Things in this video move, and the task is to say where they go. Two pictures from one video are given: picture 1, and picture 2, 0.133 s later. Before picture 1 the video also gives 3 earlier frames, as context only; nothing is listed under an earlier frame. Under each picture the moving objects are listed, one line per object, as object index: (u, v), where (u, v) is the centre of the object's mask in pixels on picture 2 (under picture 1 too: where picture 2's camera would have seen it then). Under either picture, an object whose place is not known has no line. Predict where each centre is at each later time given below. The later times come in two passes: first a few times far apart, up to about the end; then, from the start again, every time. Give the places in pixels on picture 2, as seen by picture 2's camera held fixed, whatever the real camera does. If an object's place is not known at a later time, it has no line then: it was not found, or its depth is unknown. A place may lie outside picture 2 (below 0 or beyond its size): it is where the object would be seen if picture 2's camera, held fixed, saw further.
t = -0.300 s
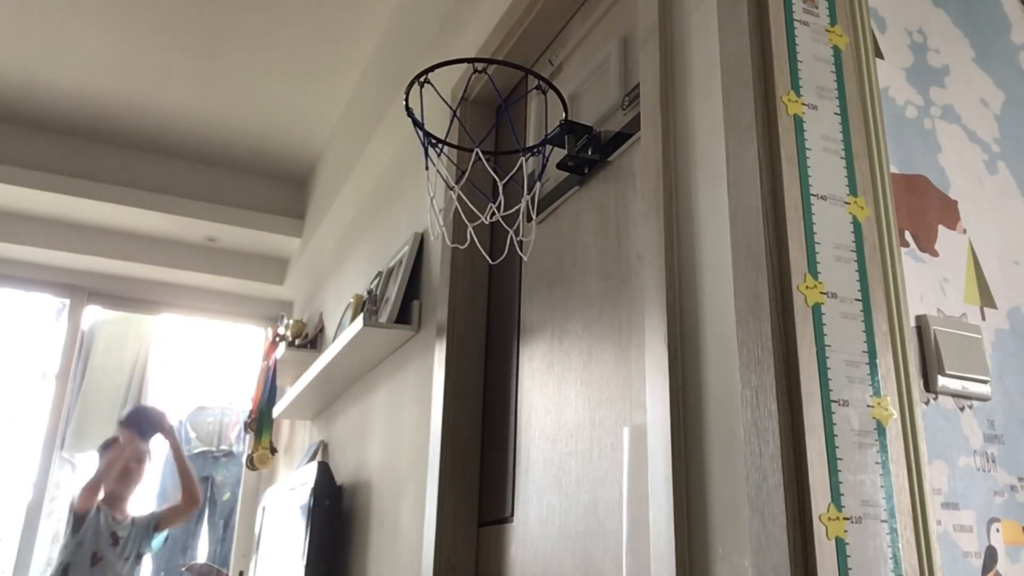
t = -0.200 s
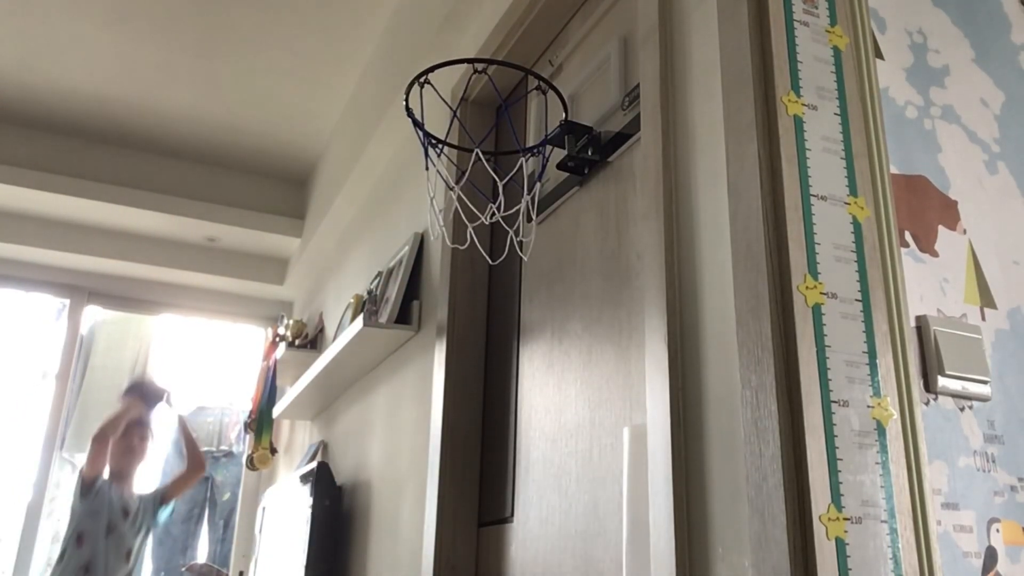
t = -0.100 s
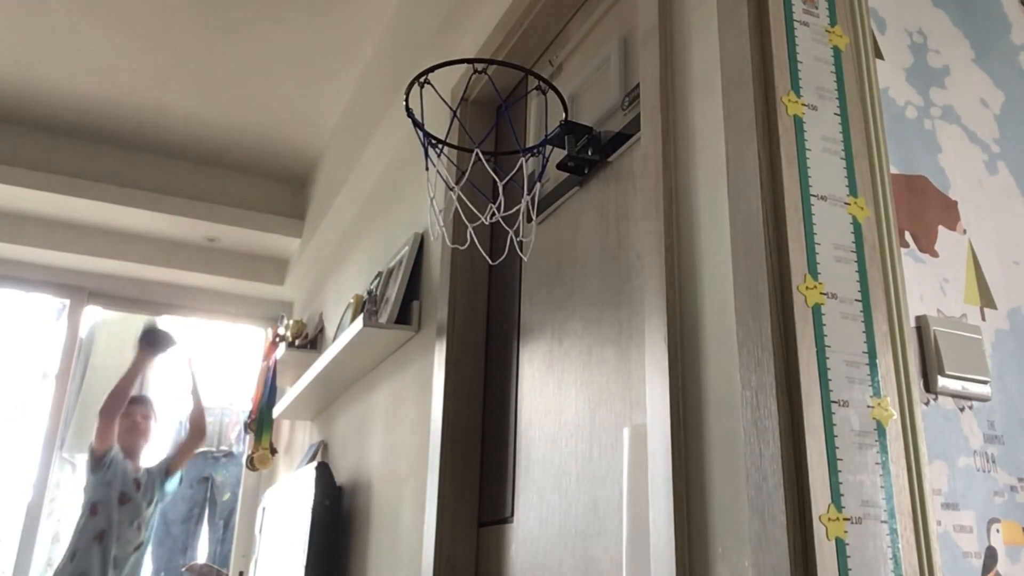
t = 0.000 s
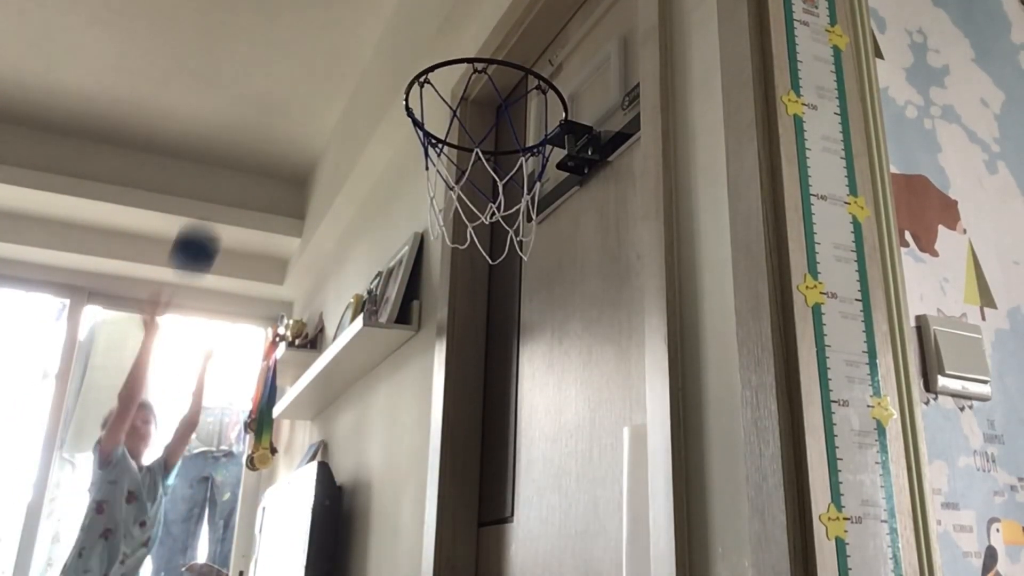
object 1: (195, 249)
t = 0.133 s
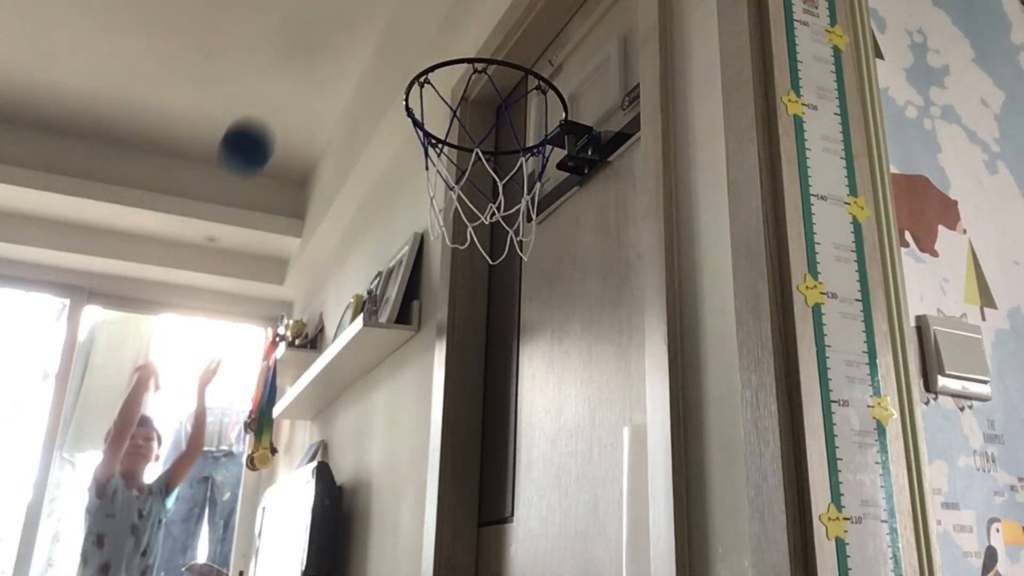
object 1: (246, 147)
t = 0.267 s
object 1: (303, 78)
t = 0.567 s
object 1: (521, 163)
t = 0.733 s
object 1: (630, 523)
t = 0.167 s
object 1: (260, 126)
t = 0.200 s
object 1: (273, 108)
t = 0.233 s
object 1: (287, 93)
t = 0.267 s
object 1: (303, 78)
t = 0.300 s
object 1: (321, 66)
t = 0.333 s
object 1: (339, 58)
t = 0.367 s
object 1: (359, 54)
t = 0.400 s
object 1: (379, 54)
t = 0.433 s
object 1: (400, 58)
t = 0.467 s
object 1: (426, 74)
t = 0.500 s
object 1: (460, 102)
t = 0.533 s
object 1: (492, 125)
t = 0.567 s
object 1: (521, 163)
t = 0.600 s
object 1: (562, 210)
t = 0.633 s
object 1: (606, 266)
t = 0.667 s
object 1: (670, 349)
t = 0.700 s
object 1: (667, 420)
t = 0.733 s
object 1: (630, 523)
